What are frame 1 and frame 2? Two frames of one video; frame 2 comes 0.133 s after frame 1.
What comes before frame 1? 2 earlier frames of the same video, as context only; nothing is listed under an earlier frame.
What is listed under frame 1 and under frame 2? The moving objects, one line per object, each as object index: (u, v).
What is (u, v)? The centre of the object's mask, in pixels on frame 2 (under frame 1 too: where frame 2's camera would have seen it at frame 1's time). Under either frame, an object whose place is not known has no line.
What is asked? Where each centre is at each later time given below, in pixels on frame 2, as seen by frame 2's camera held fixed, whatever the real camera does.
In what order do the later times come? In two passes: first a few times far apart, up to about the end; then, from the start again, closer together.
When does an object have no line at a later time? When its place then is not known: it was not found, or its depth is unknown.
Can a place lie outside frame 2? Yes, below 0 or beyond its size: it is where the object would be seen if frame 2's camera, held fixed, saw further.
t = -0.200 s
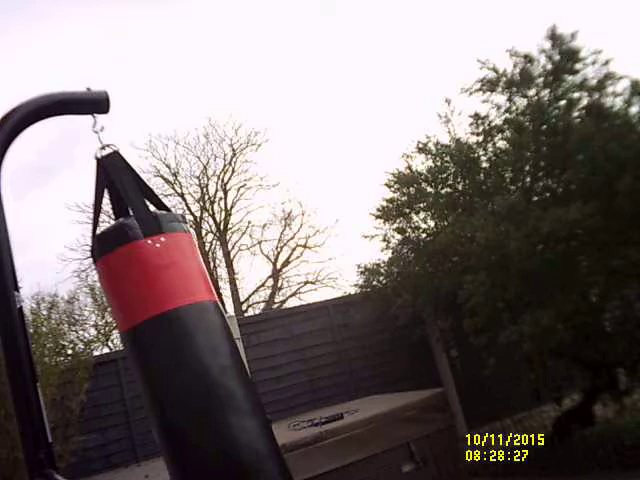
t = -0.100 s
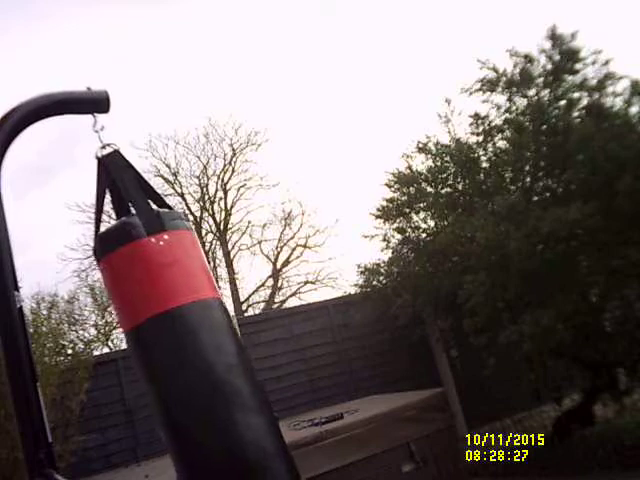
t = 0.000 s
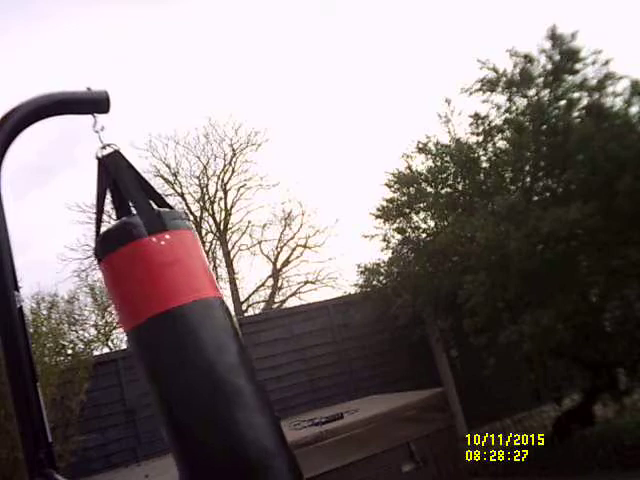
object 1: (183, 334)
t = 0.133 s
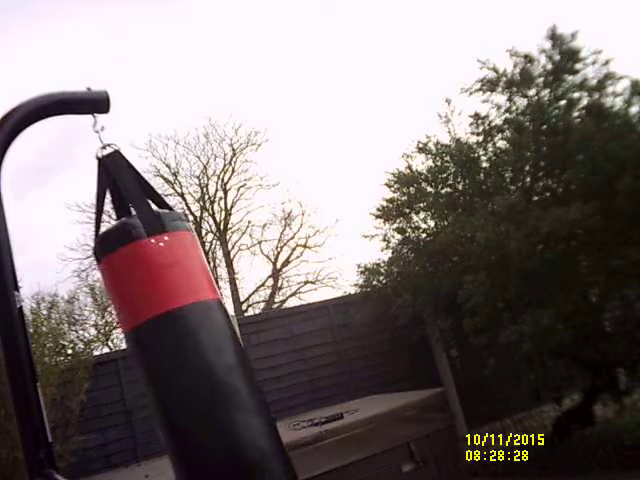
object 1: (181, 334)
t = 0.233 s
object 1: (175, 334)
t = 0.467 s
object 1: (153, 333)
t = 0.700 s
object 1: (130, 337)
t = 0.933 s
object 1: (113, 339)
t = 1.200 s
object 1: (110, 340)
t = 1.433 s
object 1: (124, 339)
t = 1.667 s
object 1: (148, 338)
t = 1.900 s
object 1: (172, 337)
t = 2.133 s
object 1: (184, 337)
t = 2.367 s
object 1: (179, 337)
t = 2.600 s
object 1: (159, 338)
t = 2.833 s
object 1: (135, 339)
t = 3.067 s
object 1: (116, 339)
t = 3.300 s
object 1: (111, 339)
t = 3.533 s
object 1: (119, 339)
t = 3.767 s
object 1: (140, 339)
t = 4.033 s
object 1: (166, 338)
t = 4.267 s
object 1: (180, 334)
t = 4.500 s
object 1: (179, 334)
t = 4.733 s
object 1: (163, 335)
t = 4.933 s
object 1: (144, 338)
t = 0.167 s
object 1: (179, 333)
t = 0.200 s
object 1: (178, 334)
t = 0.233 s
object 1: (175, 334)
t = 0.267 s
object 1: (173, 333)
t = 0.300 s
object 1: (170, 334)
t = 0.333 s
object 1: (167, 333)
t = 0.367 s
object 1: (162, 333)
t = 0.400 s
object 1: (160, 333)
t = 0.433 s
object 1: (156, 334)
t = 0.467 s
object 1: (153, 333)
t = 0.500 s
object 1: (150, 334)
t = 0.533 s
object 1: (146, 335)
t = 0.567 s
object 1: (142, 335)
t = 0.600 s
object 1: (139, 335)
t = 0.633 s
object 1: (136, 335)
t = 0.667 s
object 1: (134, 337)
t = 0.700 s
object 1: (130, 337)
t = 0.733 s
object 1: (127, 337)
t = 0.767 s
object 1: (124, 338)
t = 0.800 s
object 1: (121, 339)
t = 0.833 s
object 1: (118, 340)
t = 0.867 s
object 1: (116, 340)
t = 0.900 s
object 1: (114, 340)
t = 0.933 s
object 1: (113, 339)
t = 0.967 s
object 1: (111, 339)
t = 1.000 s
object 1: (110, 339)
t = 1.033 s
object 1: (110, 339)
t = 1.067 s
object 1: (110, 339)
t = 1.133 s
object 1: (109, 340)
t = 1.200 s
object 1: (110, 340)
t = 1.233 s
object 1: (111, 340)
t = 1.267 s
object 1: (113, 340)
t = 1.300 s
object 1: (114, 341)
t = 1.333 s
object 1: (116, 339)
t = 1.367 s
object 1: (119, 339)
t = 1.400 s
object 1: (121, 339)
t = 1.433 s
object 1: (124, 339)
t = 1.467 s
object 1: (127, 339)
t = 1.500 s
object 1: (130, 339)
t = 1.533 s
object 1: (133, 339)
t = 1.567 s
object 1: (137, 339)
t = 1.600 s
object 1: (140, 339)
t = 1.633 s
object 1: (144, 339)
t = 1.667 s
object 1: (148, 338)
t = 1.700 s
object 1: (151, 338)
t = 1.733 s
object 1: (155, 338)
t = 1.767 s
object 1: (159, 338)
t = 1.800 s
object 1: (162, 338)
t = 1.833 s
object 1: (165, 338)
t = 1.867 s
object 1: (169, 338)
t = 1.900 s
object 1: (172, 337)
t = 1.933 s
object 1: (174, 337)
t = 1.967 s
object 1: (177, 337)
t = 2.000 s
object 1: (179, 337)
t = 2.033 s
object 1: (181, 336)
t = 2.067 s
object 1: (182, 336)
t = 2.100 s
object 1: (183, 336)
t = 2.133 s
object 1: (184, 337)
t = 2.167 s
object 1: (184, 336)
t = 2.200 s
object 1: (184, 336)
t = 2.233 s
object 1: (184, 336)
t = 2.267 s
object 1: (183, 336)
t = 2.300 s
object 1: (182, 336)
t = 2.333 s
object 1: (181, 337)
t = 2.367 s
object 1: (179, 337)
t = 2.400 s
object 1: (177, 337)
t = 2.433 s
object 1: (175, 337)
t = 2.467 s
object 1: (172, 338)
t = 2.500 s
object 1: (168, 337)
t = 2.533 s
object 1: (165, 337)
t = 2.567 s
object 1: (162, 338)
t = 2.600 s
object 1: (159, 338)
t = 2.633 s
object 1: (156, 338)
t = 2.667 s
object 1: (153, 337)
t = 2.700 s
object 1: (148, 338)
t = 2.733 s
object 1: (145, 338)
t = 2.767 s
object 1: (141, 338)
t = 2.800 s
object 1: (138, 339)
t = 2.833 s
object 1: (135, 339)
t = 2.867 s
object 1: (131, 339)
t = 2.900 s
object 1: (129, 339)
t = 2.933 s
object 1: (126, 339)
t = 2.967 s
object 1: (123, 339)
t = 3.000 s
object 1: (120, 340)
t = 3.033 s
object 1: (118, 340)
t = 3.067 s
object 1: (116, 339)
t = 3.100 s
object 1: (114, 340)
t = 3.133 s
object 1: (113, 340)
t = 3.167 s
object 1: (112, 340)
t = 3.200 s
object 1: (111, 340)
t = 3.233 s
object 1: (111, 340)
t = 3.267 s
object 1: (111, 339)
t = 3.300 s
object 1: (111, 339)
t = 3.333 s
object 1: (111, 340)
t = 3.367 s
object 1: (111, 340)
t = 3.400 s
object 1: (112, 340)
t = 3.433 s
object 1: (113, 341)
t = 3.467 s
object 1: (116, 339)
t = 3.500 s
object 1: (118, 339)
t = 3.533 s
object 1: (119, 339)
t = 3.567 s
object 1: (122, 339)
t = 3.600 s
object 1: (124, 339)
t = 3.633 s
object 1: (127, 339)
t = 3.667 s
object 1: (130, 338)
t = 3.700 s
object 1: (133, 339)
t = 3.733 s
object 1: (137, 339)
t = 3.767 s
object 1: (140, 339)
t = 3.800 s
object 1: (143, 339)
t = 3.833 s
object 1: (146, 339)
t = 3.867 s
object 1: (150, 339)
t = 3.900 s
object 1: (154, 338)
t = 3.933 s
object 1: (158, 338)
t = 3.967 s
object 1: (161, 338)
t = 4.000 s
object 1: (164, 338)
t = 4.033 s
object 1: (166, 338)
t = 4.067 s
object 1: (170, 337)
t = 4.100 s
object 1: (173, 337)
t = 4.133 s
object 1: (175, 337)
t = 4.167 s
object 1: (177, 337)
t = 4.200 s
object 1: (177, 334)
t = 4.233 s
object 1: (179, 334)
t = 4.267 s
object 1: (180, 334)
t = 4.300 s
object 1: (181, 334)
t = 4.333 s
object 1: (181, 334)
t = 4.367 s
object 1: (181, 334)
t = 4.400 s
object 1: (181, 334)
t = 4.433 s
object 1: (181, 334)
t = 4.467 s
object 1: (180, 334)
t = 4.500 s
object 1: (179, 334)
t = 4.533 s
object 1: (177, 334)
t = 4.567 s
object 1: (176, 334)
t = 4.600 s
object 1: (173, 334)
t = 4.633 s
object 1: (171, 334)
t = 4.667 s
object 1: (170, 336)
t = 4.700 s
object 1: (167, 338)
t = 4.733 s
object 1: (163, 335)
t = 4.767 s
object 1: (159, 333)
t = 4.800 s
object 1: (158, 337)
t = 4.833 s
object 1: (154, 337)
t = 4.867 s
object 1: (150, 337)
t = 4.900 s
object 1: (147, 337)
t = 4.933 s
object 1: (144, 338)
